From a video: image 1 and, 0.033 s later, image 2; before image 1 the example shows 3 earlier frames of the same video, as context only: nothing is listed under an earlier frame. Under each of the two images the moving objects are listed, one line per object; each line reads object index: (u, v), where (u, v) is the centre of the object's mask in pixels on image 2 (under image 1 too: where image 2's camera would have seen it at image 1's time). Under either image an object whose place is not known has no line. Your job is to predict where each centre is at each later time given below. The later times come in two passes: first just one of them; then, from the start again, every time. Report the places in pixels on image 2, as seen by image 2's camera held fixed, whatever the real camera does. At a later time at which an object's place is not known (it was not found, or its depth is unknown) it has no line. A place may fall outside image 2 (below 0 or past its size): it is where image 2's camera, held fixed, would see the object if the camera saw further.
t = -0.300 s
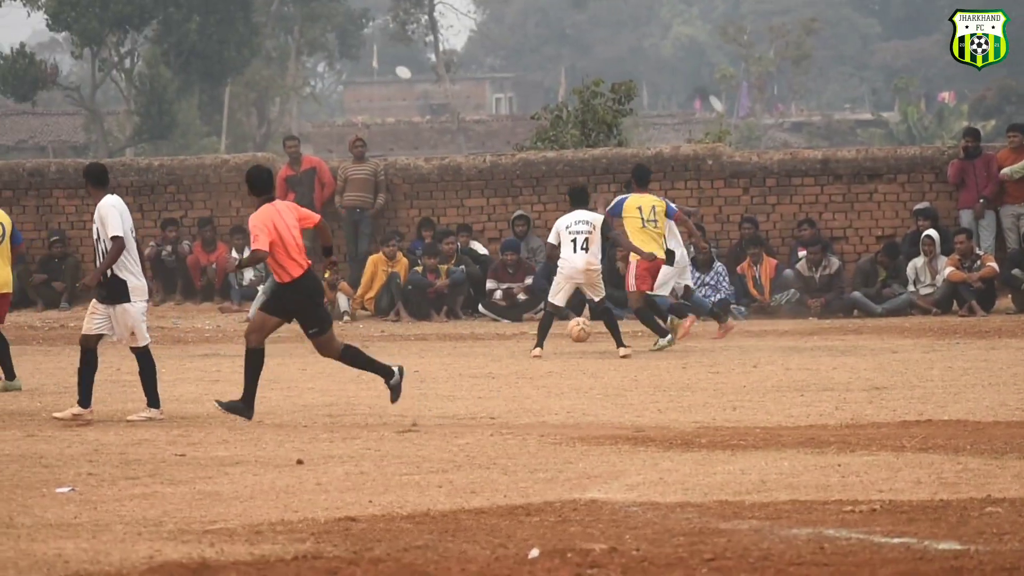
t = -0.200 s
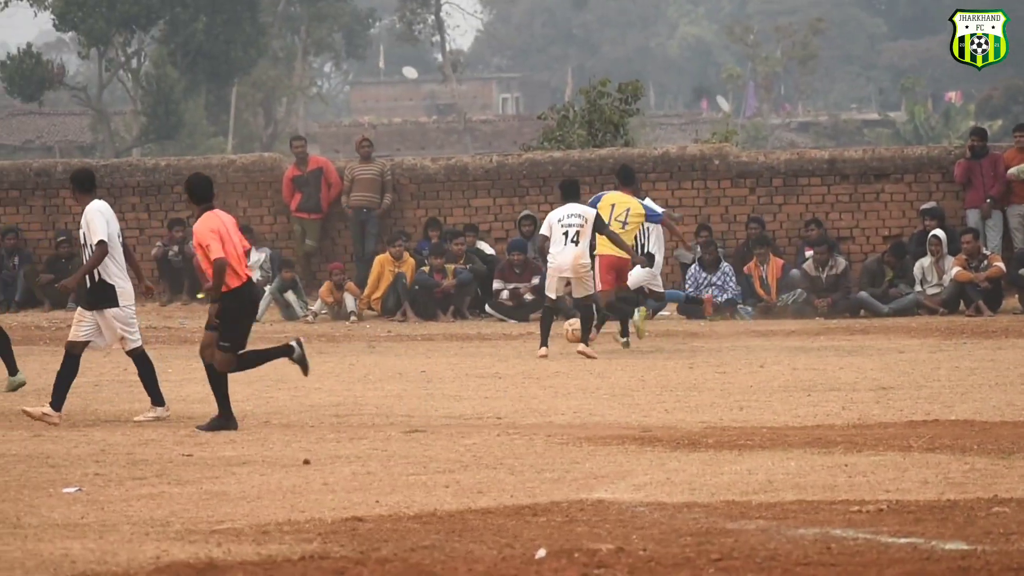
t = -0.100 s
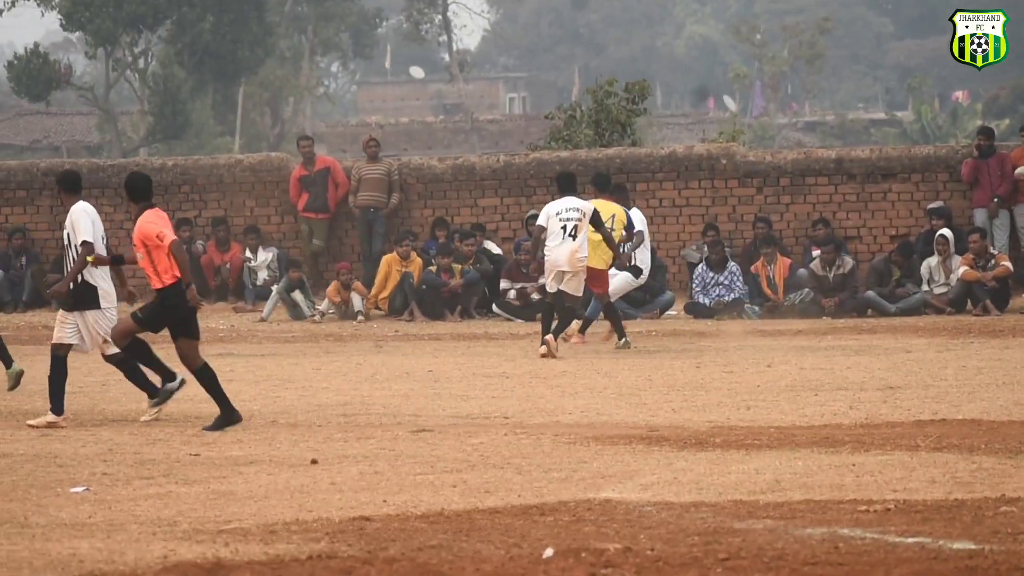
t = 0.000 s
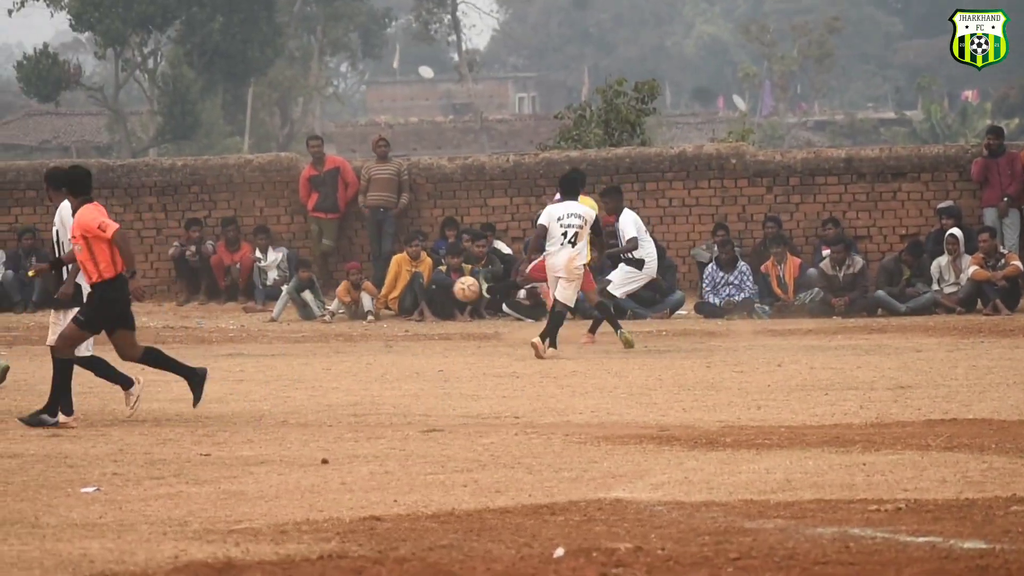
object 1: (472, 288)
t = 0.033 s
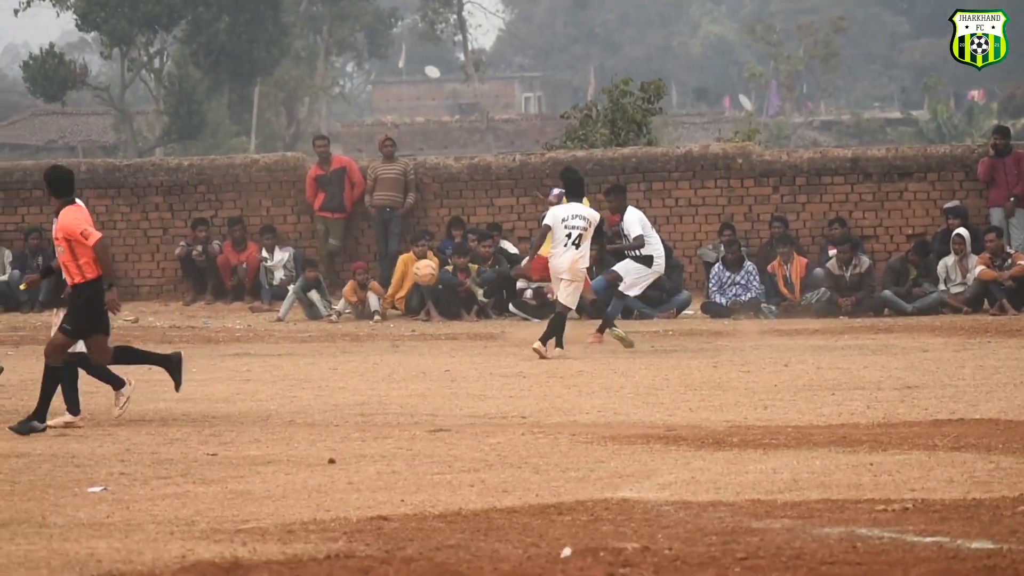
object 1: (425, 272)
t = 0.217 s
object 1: (166, 204)
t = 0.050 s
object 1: (402, 264)
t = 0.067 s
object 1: (378, 258)
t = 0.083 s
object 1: (355, 251)
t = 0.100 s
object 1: (331, 245)
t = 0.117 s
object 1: (308, 237)
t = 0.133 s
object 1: (284, 231)
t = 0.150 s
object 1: (259, 226)
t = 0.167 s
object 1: (237, 220)
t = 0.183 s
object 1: (214, 215)
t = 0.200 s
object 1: (190, 210)
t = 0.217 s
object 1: (166, 204)
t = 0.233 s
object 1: (143, 201)
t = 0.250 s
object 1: (118, 196)
